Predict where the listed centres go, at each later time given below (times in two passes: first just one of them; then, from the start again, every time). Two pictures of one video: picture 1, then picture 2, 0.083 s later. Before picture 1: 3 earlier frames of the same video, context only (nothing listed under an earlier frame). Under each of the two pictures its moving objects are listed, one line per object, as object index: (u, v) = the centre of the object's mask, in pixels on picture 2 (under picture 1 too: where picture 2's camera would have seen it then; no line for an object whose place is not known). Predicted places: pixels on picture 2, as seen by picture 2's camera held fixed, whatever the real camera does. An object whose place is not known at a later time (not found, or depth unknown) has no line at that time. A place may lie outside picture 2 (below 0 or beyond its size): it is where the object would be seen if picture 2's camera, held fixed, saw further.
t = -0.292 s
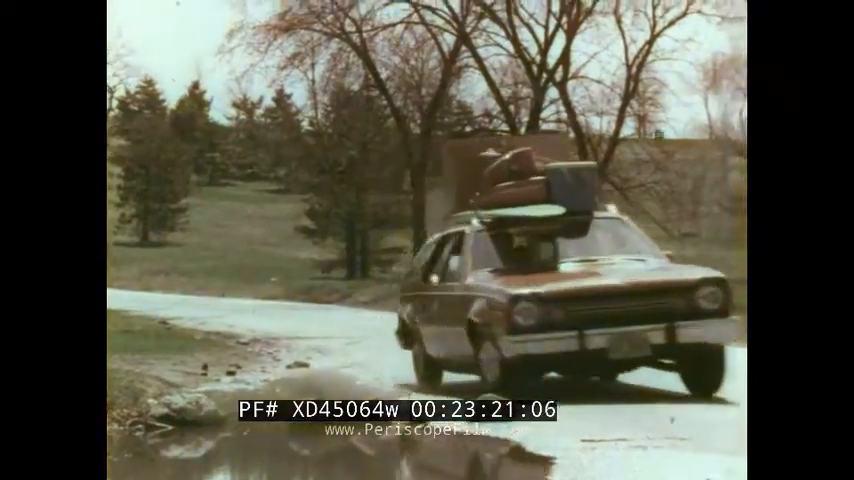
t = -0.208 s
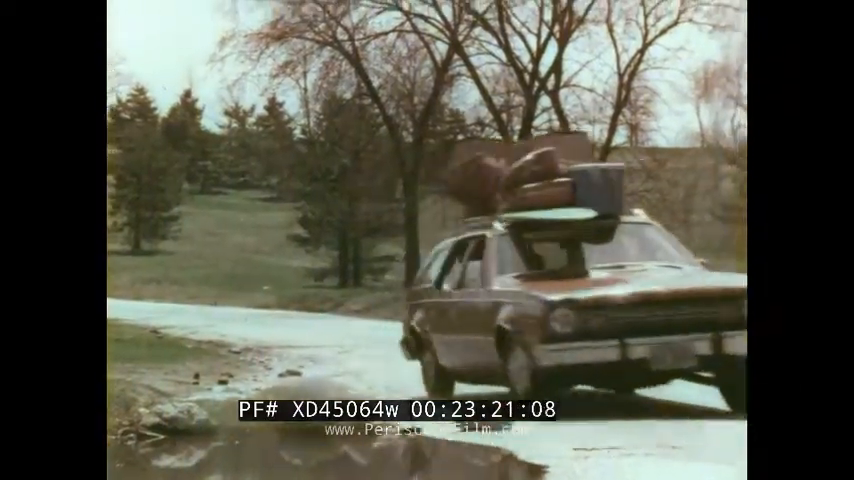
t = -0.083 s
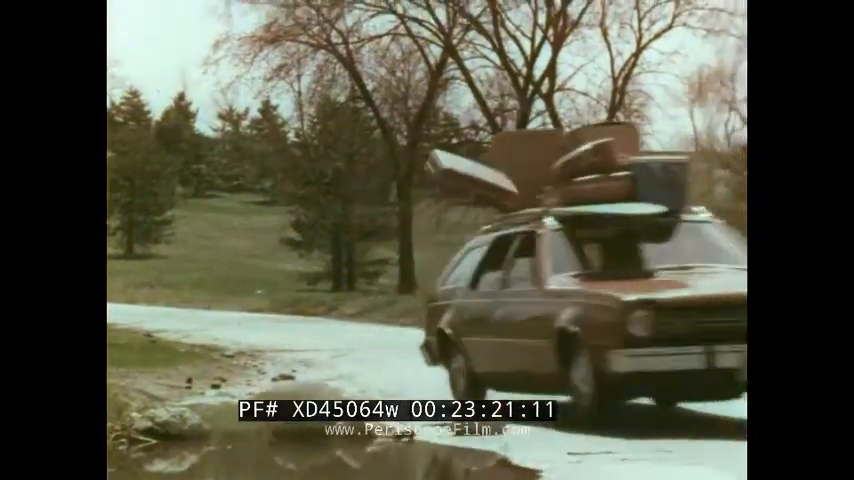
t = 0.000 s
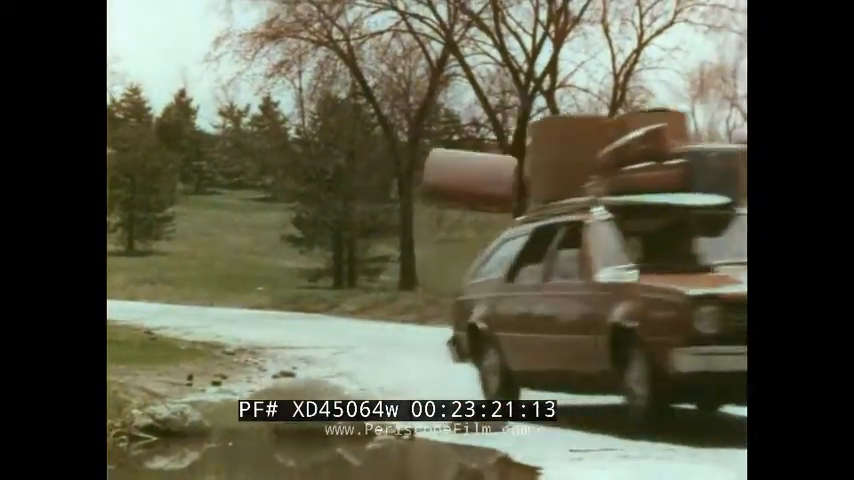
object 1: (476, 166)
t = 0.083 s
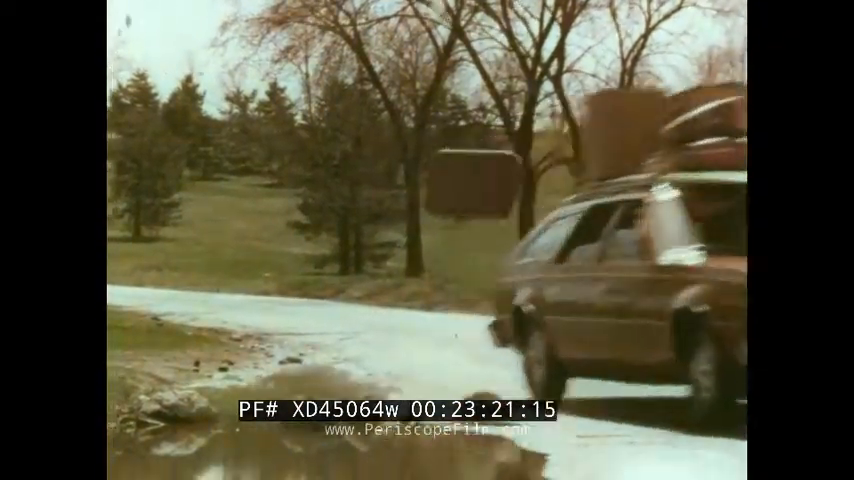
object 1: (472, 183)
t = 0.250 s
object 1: (462, 262)
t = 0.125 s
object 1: (472, 197)
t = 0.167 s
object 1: (470, 215)
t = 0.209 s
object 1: (468, 237)
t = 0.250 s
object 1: (462, 262)
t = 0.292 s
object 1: (463, 295)
